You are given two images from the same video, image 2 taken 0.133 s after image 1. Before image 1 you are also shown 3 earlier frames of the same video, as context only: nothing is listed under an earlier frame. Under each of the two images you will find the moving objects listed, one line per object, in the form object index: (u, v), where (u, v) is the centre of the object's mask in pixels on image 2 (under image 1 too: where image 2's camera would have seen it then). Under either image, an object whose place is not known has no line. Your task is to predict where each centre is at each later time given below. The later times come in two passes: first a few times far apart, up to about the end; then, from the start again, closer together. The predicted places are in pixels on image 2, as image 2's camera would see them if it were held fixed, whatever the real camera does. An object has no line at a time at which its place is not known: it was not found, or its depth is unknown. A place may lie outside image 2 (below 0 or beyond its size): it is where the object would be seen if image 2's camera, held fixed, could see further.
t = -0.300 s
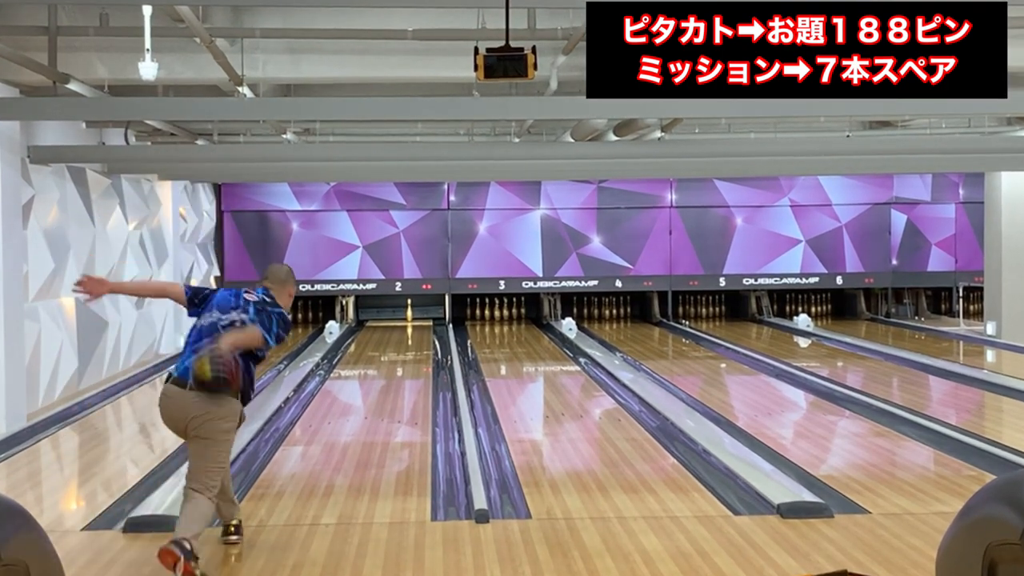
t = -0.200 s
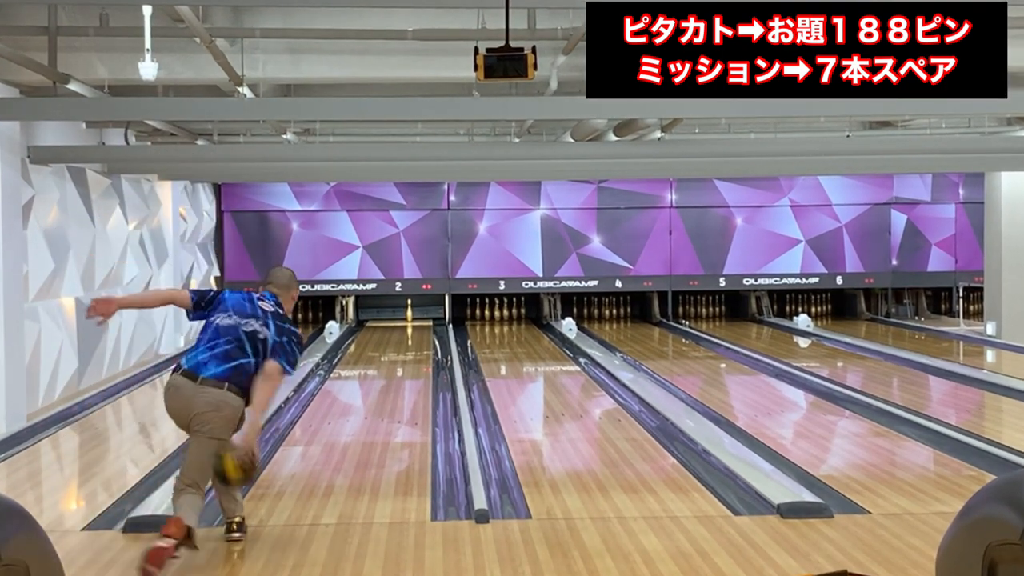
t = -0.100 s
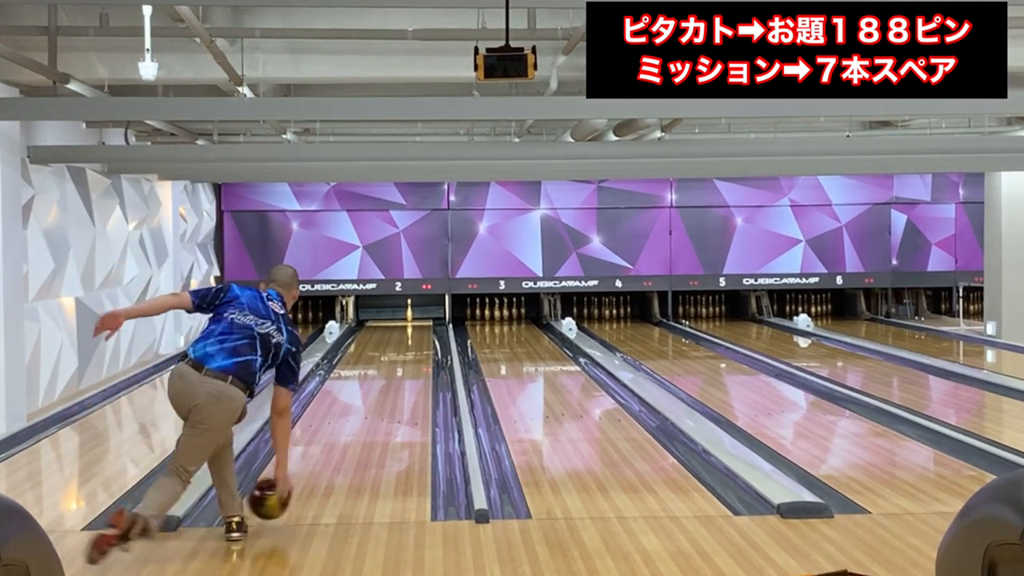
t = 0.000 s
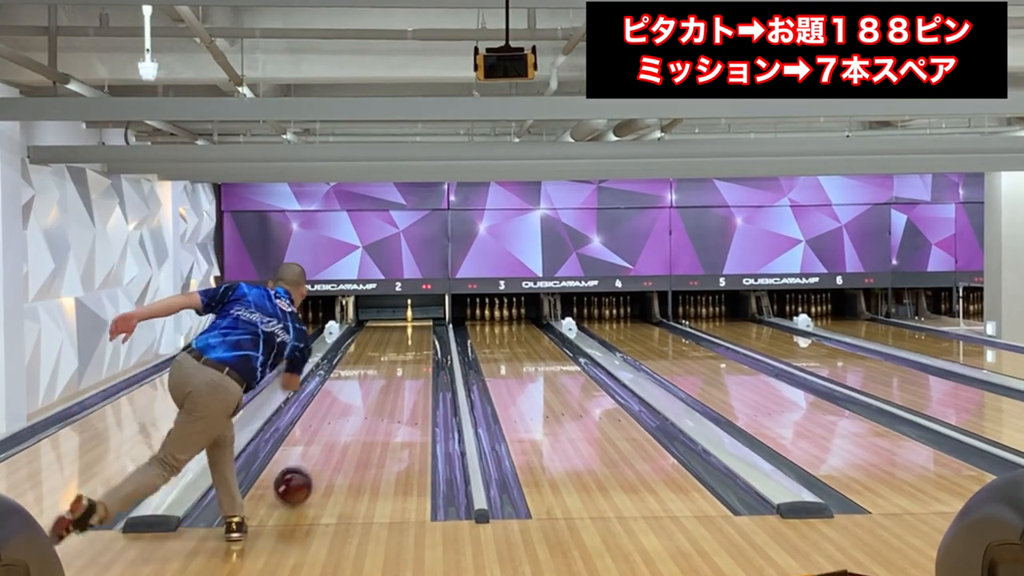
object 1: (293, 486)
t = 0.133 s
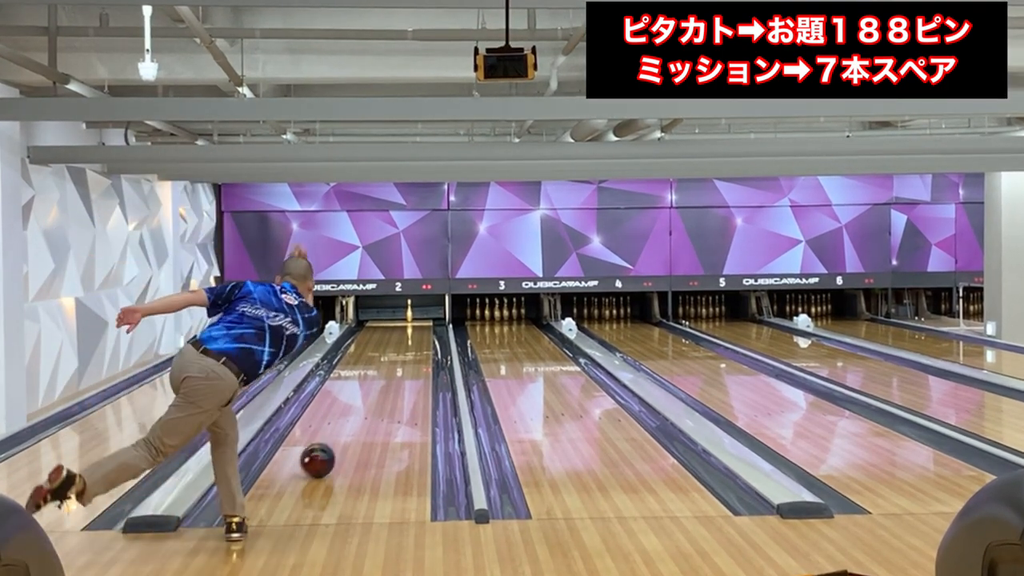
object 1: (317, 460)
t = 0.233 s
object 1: (333, 443)
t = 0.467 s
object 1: (361, 412)
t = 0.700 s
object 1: (381, 389)
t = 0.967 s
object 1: (397, 369)
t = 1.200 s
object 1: (408, 356)
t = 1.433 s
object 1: (416, 345)
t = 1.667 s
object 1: (420, 336)
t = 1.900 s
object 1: (421, 328)
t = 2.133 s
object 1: (419, 321)
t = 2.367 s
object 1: (413, 317)
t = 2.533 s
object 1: (406, 313)
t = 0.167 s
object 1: (323, 454)
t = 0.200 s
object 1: (328, 448)
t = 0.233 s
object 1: (333, 443)
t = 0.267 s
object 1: (337, 438)
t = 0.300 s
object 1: (342, 433)
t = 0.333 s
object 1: (346, 429)
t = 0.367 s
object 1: (350, 424)
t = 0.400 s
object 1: (354, 420)
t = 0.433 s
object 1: (357, 416)
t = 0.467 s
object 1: (361, 412)
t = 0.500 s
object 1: (364, 408)
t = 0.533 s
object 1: (367, 405)
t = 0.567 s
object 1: (370, 401)
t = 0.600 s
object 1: (373, 398)
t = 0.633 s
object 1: (375, 395)
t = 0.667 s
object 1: (378, 392)
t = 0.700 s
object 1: (381, 389)
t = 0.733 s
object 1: (383, 386)
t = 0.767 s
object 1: (385, 384)
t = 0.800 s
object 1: (387, 381)
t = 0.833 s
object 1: (390, 378)
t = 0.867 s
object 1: (392, 376)
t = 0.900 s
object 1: (394, 374)
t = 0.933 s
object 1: (396, 372)
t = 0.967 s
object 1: (397, 369)
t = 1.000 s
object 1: (399, 367)
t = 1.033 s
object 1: (401, 365)
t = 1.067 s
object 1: (402, 364)
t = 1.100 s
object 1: (404, 362)
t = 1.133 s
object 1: (406, 359)
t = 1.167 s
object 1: (407, 358)
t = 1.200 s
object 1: (408, 356)
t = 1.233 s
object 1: (409, 354)
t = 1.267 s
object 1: (411, 352)
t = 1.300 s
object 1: (412, 351)
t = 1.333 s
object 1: (413, 350)
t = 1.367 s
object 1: (414, 348)
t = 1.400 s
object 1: (414, 347)
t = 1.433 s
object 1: (416, 345)
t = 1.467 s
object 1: (416, 344)
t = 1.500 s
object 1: (417, 342)
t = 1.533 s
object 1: (417, 341)
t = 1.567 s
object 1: (418, 339)
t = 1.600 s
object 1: (420, 338)
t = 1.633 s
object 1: (420, 337)
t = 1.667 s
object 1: (420, 336)
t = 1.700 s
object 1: (420, 334)
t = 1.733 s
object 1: (421, 335)
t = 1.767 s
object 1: (421, 333)
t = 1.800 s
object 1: (421, 331)
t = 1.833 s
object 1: (422, 329)
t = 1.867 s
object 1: (421, 329)
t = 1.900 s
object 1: (421, 328)
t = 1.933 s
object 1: (421, 327)
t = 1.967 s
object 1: (421, 327)
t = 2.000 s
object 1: (421, 326)
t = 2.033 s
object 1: (421, 325)
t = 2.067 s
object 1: (420, 324)
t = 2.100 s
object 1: (419, 323)
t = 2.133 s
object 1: (419, 321)
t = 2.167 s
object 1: (418, 321)
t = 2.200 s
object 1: (417, 320)
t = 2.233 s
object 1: (416, 320)
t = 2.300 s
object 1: (415, 319)
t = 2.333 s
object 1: (414, 319)
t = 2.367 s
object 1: (413, 317)
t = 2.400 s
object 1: (412, 317)
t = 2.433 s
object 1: (411, 316)
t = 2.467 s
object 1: (410, 315)
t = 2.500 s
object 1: (410, 314)
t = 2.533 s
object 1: (406, 313)
